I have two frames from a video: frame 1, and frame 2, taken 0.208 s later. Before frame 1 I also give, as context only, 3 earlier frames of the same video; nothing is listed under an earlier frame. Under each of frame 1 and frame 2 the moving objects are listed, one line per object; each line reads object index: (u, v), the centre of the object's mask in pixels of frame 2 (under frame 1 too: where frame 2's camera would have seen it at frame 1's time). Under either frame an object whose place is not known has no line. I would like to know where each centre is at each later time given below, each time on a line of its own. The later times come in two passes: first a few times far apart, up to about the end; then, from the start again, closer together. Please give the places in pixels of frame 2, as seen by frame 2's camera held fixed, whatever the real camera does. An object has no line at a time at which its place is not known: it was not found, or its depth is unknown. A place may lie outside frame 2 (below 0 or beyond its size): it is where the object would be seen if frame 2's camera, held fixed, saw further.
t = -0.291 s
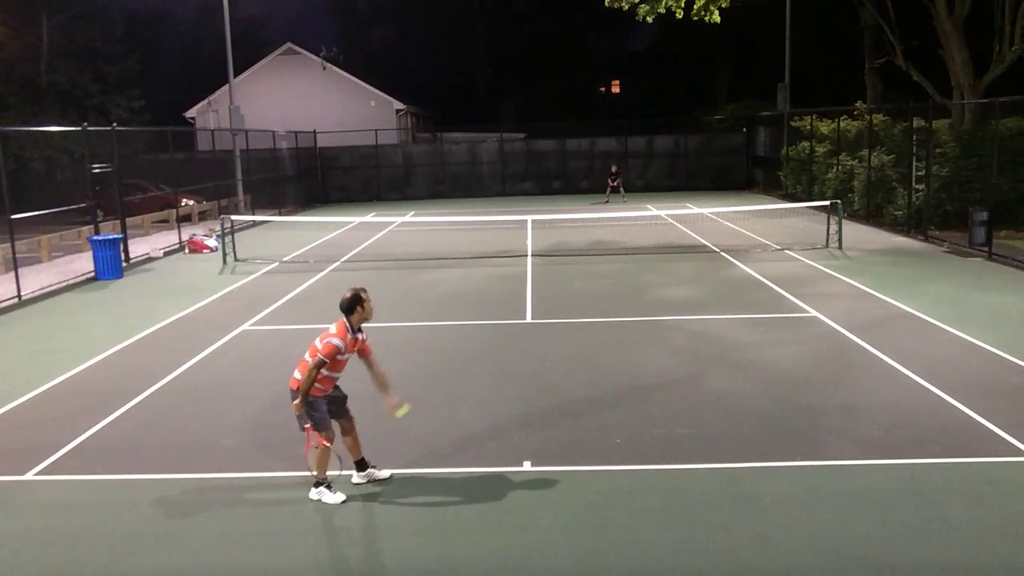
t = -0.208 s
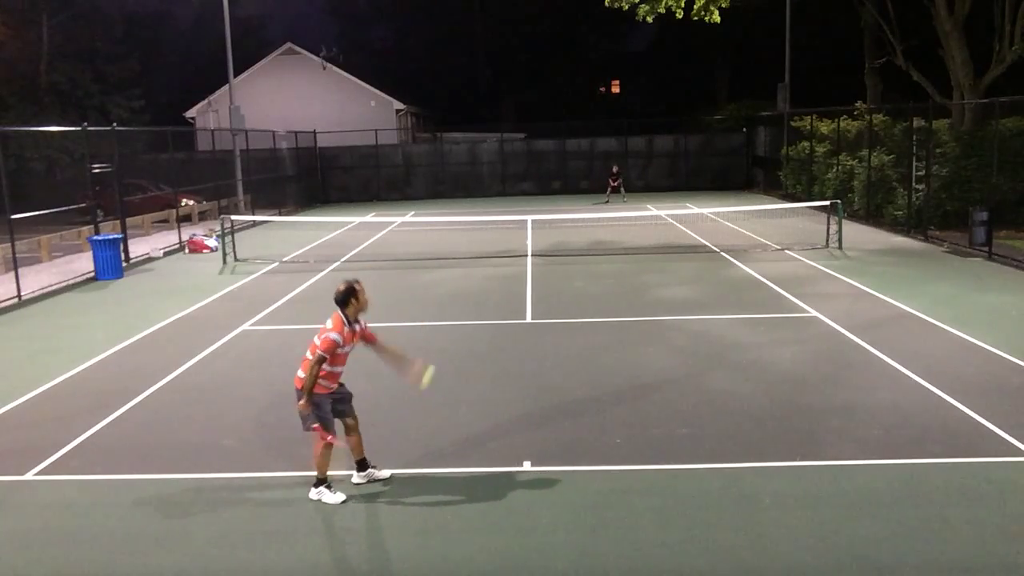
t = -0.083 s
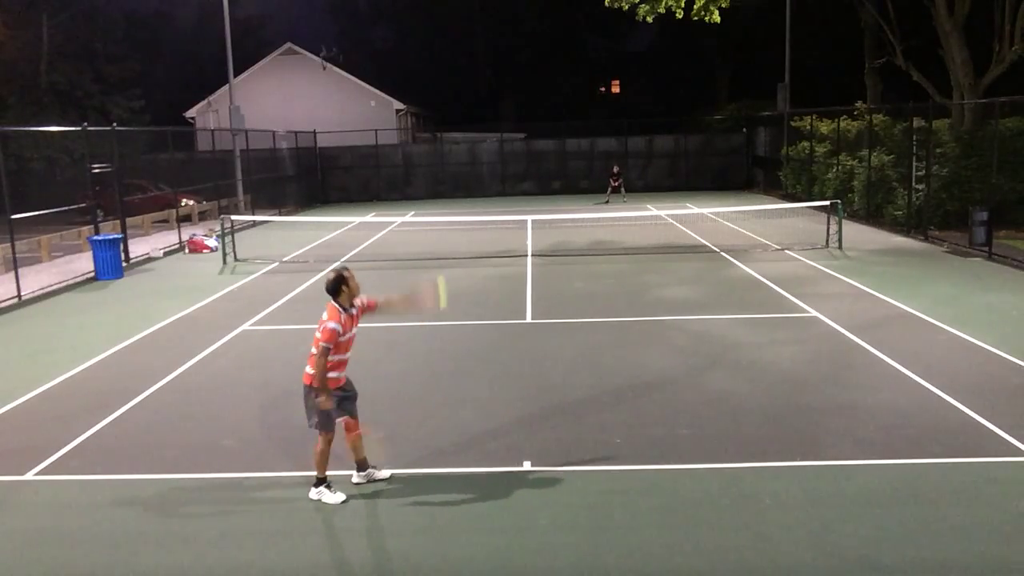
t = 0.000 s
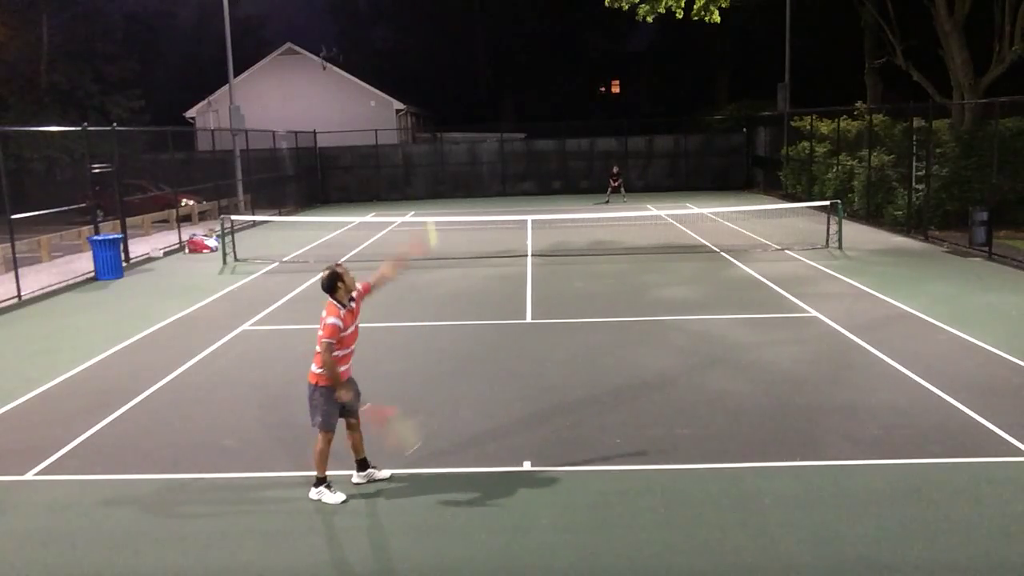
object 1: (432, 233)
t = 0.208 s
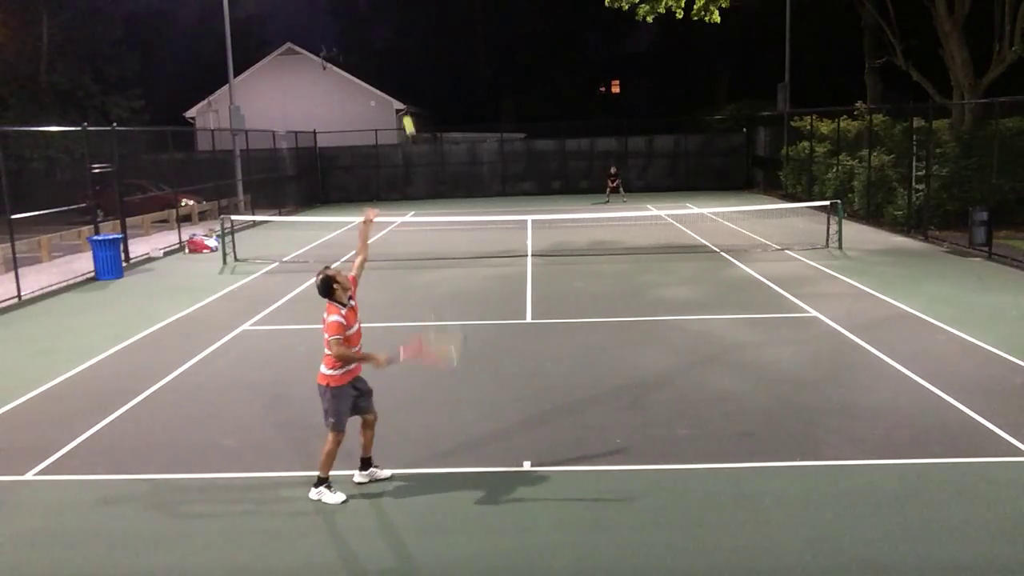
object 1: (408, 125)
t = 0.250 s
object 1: (404, 111)
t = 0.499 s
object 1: (381, 75)
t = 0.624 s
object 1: (372, 86)
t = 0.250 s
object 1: (404, 111)
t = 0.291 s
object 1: (400, 100)
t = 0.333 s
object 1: (396, 90)
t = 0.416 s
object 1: (388, 78)
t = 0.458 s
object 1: (385, 76)
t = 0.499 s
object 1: (381, 75)
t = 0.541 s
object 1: (378, 77)
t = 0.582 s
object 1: (375, 81)
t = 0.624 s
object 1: (372, 86)
